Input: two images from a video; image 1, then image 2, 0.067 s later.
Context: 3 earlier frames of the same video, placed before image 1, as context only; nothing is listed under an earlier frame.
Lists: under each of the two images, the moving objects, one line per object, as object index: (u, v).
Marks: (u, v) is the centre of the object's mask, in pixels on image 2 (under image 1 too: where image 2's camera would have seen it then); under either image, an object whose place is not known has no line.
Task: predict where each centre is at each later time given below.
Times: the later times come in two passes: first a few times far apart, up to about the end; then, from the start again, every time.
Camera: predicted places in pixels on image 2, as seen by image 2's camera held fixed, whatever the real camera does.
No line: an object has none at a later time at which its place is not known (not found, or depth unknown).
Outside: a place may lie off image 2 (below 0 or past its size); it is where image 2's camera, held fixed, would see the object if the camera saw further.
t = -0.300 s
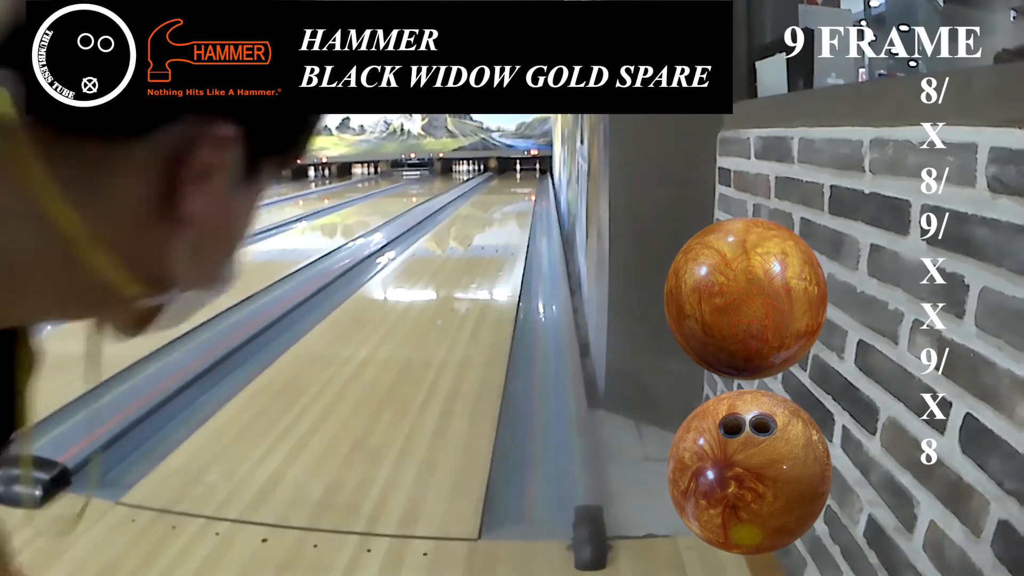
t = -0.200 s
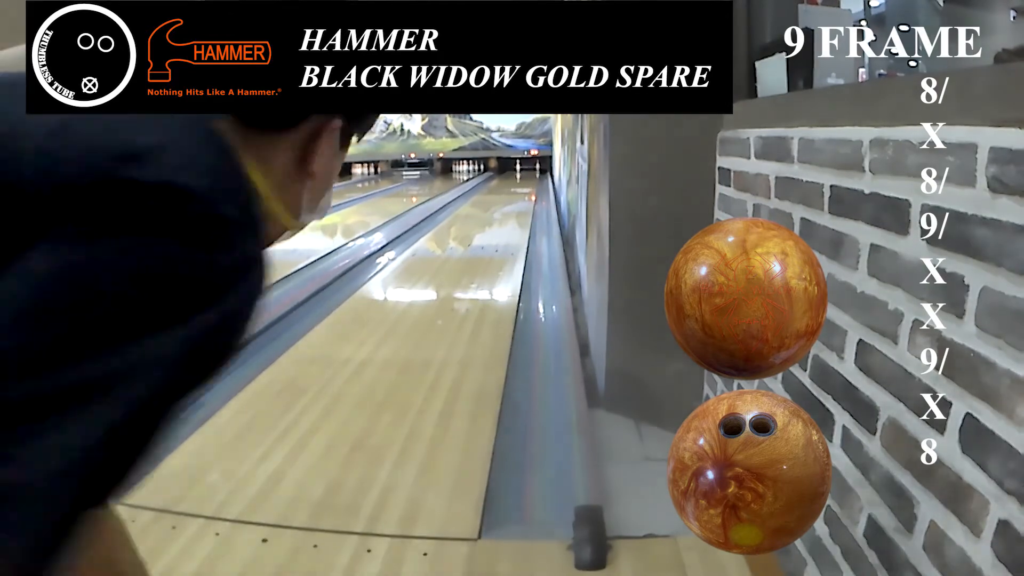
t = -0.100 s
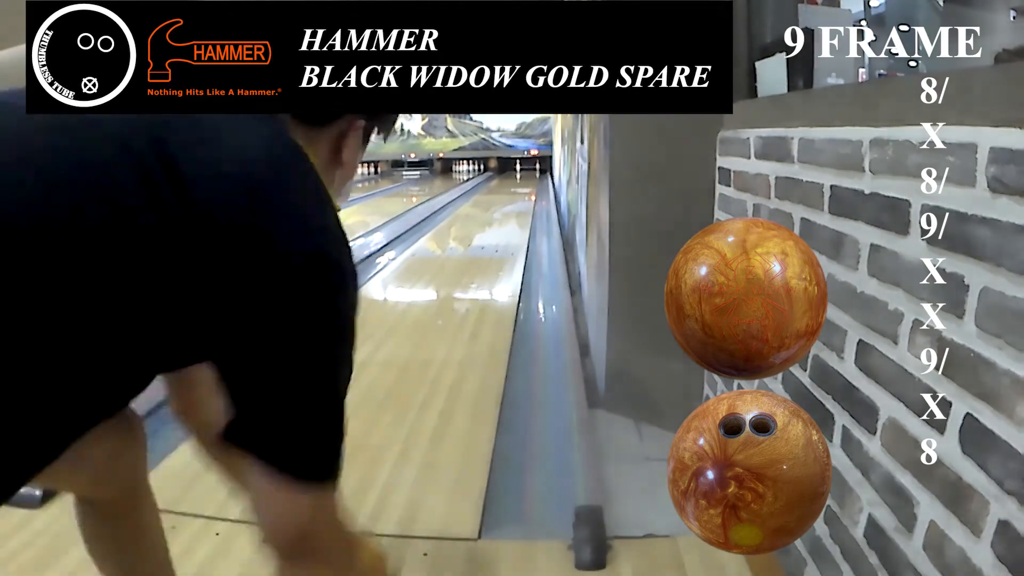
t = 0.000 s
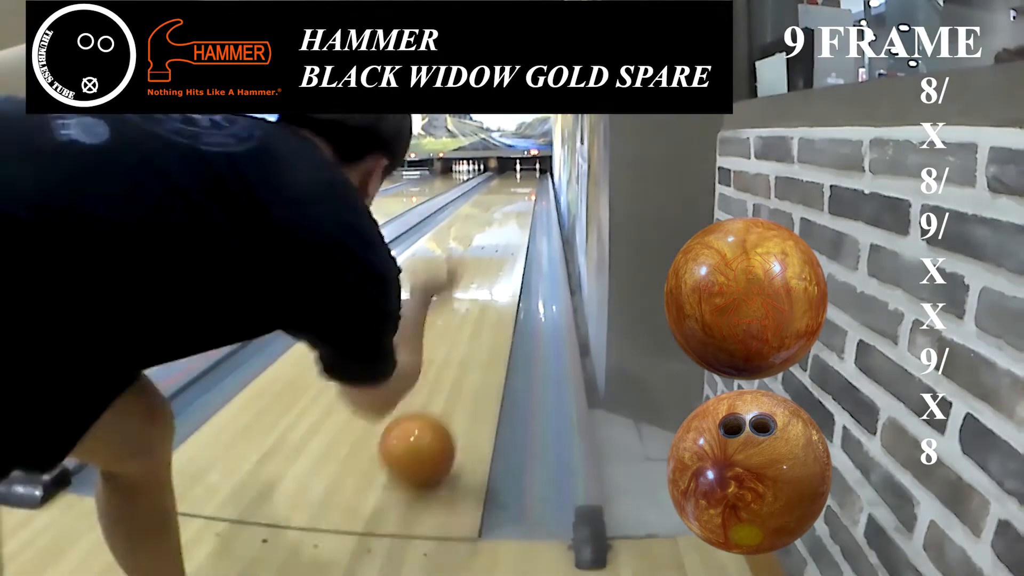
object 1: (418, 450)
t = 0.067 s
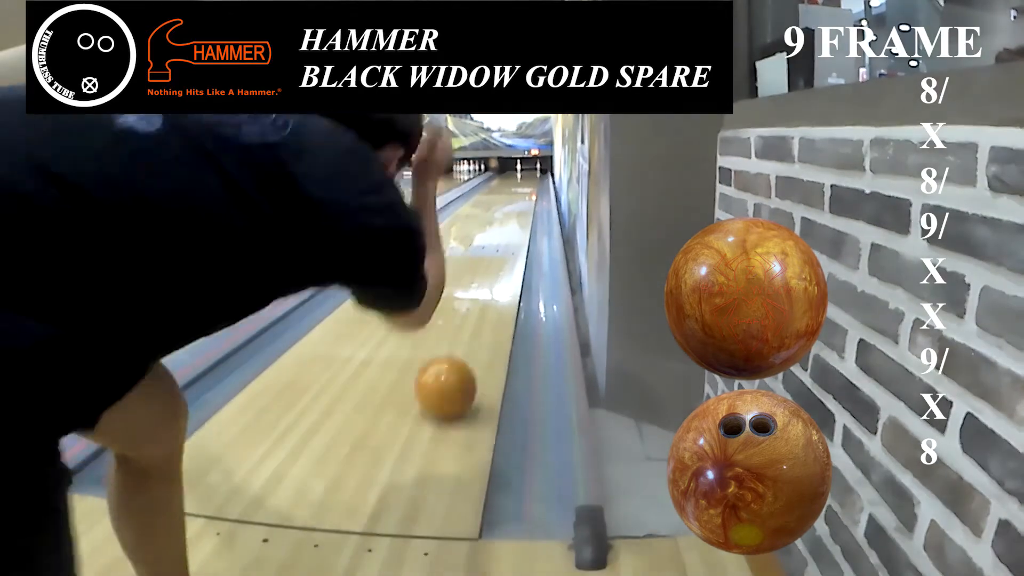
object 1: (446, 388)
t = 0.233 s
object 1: (483, 303)
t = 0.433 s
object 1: (503, 254)
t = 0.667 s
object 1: (515, 225)
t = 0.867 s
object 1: (520, 210)
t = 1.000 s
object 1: (523, 203)
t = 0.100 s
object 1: (456, 365)
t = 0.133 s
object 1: (464, 346)
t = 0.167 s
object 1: (471, 329)
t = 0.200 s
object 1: (478, 315)
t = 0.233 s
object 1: (483, 303)
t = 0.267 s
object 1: (488, 292)
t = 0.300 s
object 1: (492, 283)
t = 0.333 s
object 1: (495, 274)
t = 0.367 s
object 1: (498, 267)
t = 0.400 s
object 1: (501, 260)
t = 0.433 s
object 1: (503, 254)
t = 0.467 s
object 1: (506, 249)
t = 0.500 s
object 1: (508, 244)
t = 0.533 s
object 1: (509, 240)
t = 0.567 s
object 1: (511, 236)
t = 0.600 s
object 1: (512, 232)
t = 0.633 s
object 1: (514, 228)
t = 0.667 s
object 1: (515, 225)
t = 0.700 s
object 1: (516, 222)
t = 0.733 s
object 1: (517, 219)
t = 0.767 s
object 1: (518, 217)
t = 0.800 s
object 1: (519, 215)
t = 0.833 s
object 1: (520, 213)
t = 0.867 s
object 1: (520, 210)
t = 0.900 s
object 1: (521, 209)
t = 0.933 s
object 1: (521, 207)
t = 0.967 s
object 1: (522, 205)
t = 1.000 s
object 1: (523, 203)
